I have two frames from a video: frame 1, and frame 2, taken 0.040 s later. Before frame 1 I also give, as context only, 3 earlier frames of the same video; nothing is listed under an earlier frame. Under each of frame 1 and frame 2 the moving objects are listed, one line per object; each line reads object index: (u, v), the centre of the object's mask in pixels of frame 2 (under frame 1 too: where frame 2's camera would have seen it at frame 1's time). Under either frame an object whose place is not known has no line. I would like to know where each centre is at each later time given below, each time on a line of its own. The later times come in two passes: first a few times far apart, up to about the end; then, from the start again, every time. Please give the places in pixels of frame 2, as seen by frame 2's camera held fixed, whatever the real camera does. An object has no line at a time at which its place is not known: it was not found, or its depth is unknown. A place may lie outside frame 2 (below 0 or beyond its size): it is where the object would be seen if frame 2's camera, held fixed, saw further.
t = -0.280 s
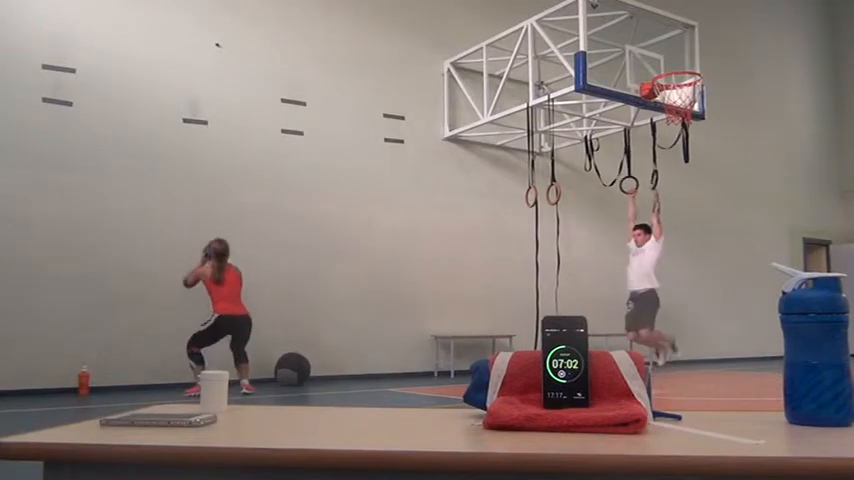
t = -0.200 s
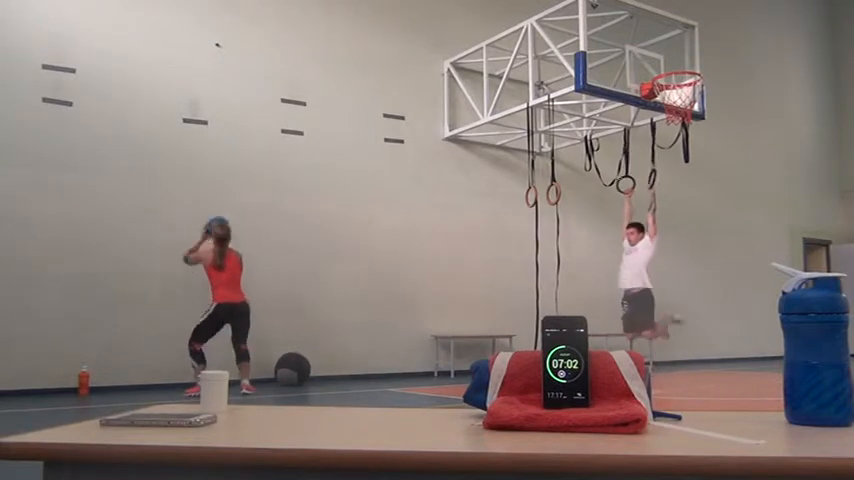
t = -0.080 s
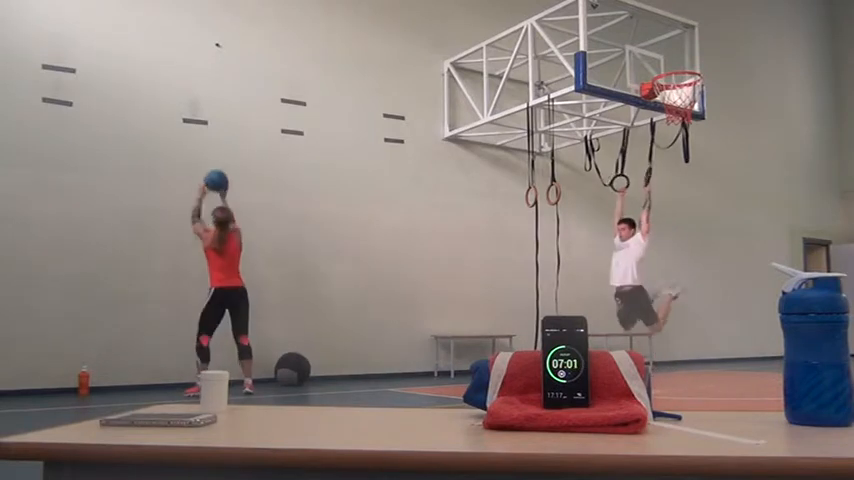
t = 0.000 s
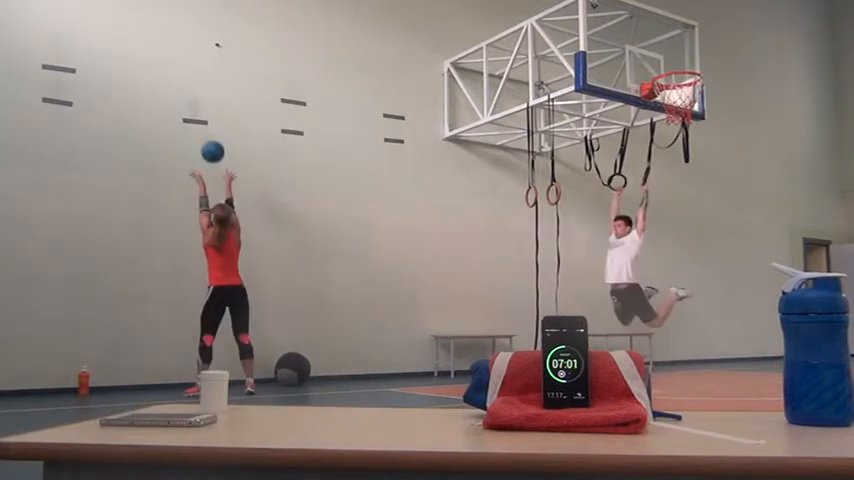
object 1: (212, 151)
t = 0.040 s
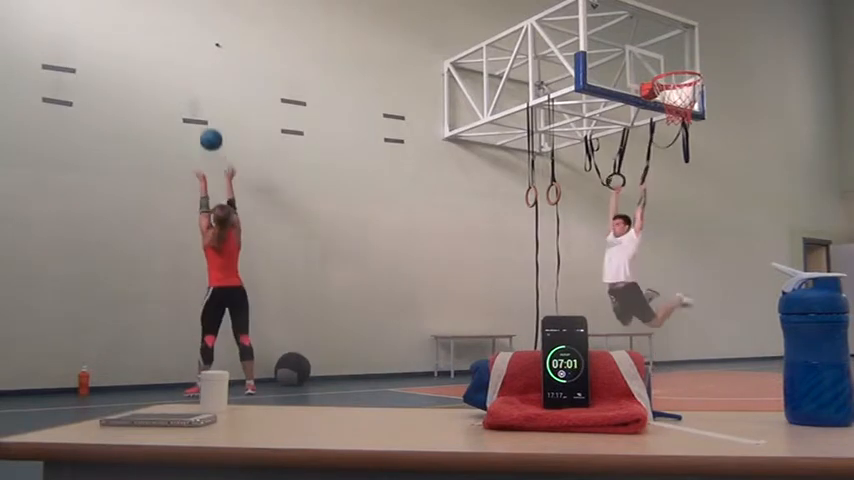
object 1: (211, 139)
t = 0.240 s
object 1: (201, 105)
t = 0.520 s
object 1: (204, 112)
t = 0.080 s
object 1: (209, 129)
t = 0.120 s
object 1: (207, 120)
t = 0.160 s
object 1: (205, 113)
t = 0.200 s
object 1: (203, 108)
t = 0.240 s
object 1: (201, 105)
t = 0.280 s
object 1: (200, 103)
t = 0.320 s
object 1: (198, 102)
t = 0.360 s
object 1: (200, 101)
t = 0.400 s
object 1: (201, 101)
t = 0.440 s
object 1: (202, 103)
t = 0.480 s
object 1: (203, 107)
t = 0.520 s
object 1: (204, 112)
